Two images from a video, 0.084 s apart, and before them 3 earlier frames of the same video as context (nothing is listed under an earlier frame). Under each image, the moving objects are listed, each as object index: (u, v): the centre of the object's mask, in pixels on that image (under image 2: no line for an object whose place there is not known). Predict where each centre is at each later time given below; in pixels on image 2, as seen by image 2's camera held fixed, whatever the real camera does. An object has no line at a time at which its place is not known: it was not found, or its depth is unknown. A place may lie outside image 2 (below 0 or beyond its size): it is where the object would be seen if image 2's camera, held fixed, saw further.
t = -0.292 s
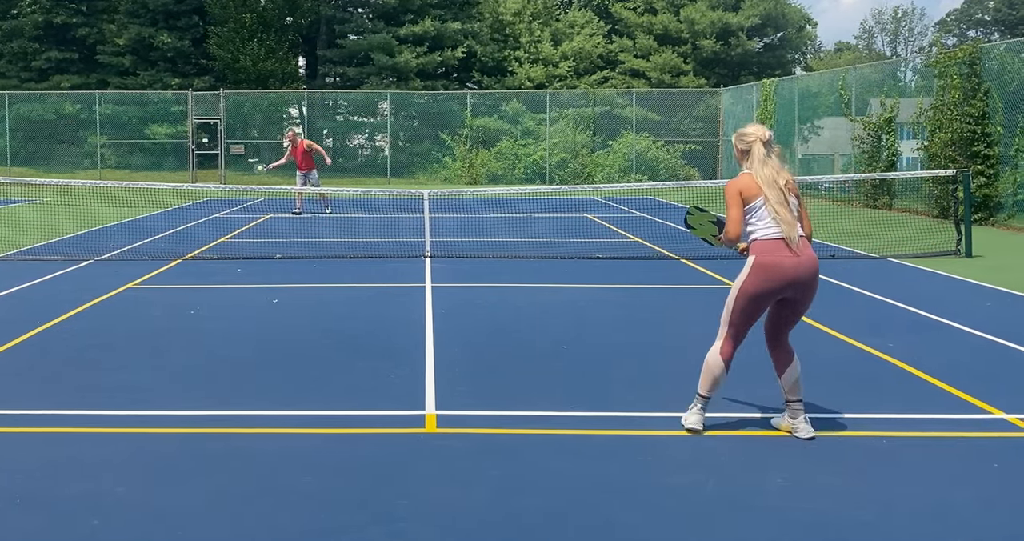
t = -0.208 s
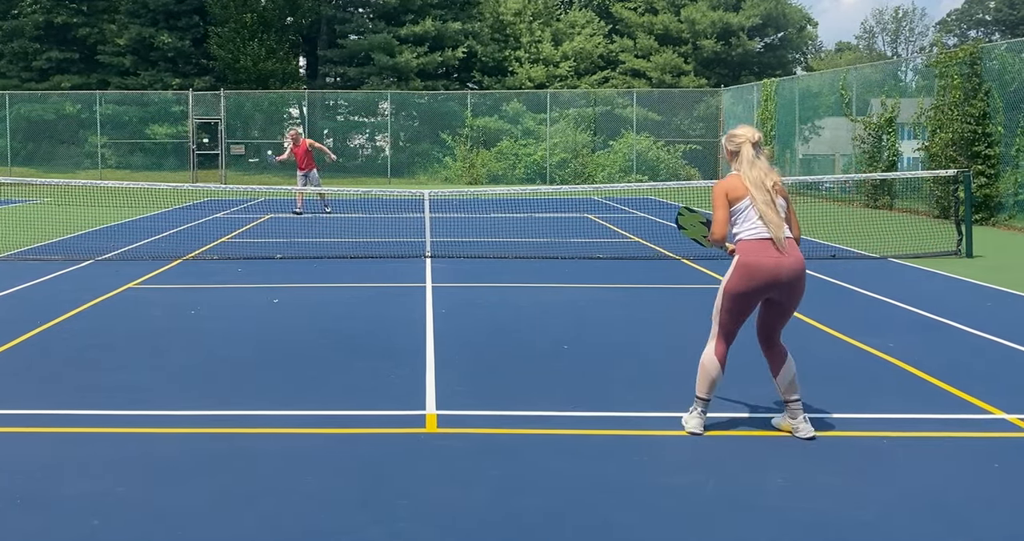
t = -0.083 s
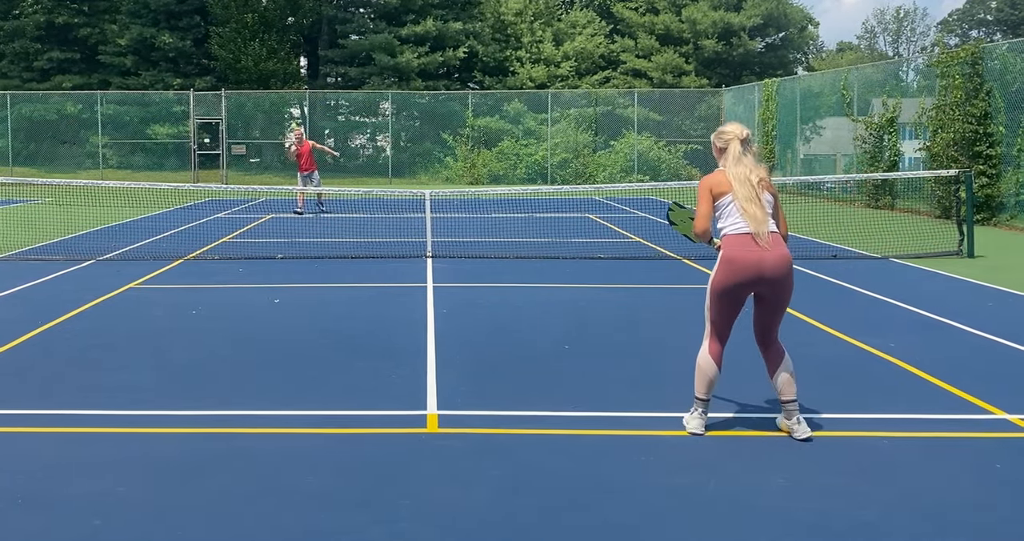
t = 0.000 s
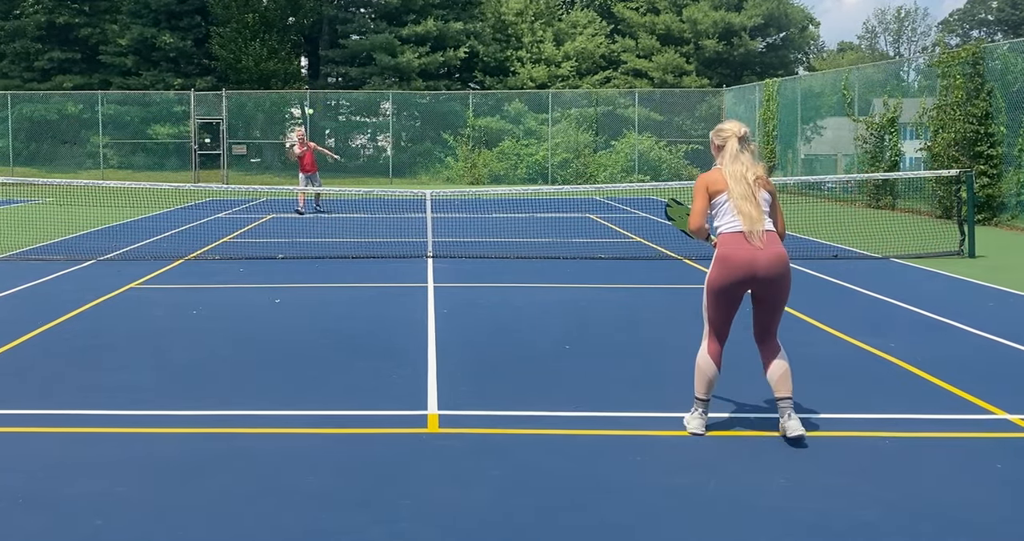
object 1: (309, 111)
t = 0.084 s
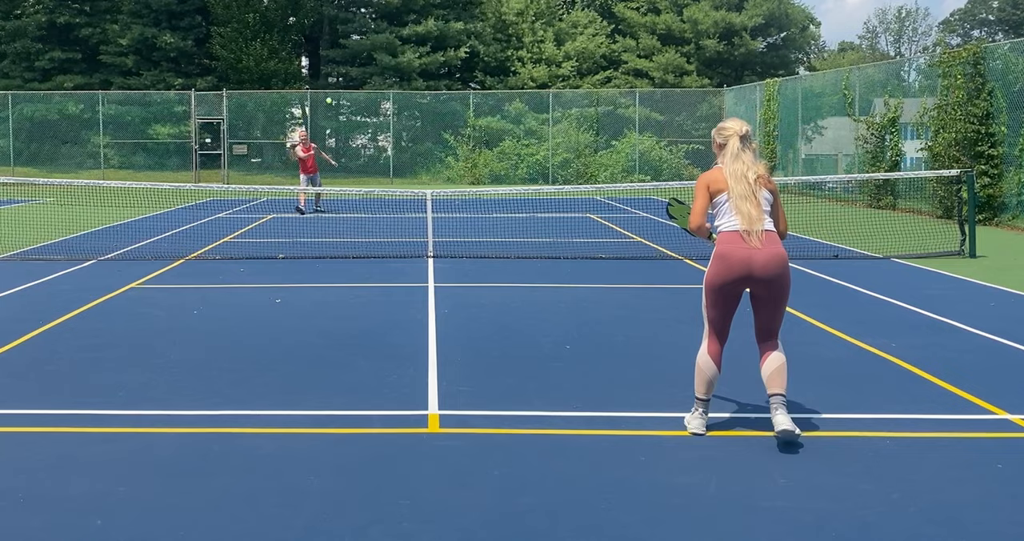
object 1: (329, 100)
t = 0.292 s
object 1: (377, 87)
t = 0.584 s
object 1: (473, 123)
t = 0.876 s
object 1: (603, 249)
